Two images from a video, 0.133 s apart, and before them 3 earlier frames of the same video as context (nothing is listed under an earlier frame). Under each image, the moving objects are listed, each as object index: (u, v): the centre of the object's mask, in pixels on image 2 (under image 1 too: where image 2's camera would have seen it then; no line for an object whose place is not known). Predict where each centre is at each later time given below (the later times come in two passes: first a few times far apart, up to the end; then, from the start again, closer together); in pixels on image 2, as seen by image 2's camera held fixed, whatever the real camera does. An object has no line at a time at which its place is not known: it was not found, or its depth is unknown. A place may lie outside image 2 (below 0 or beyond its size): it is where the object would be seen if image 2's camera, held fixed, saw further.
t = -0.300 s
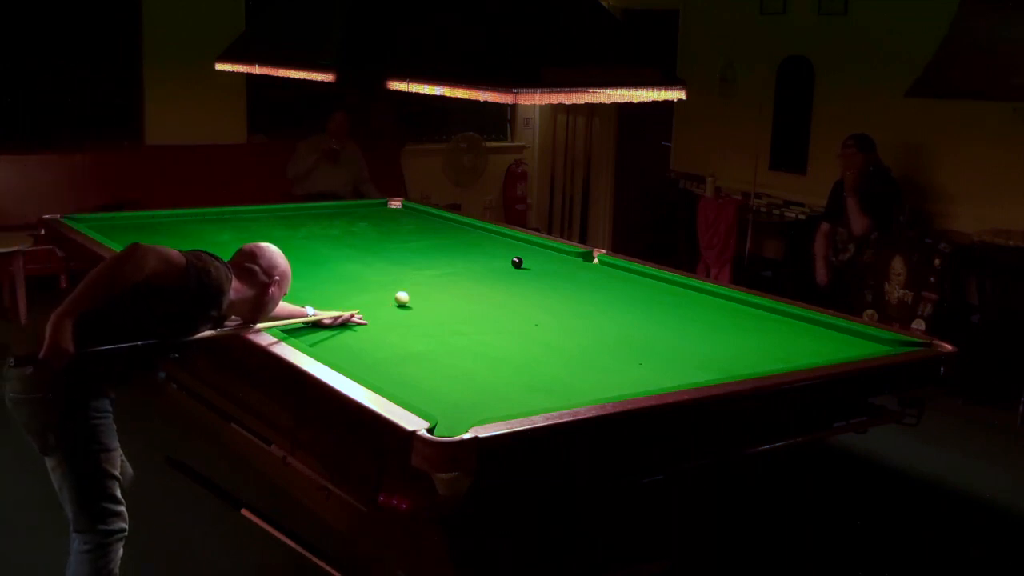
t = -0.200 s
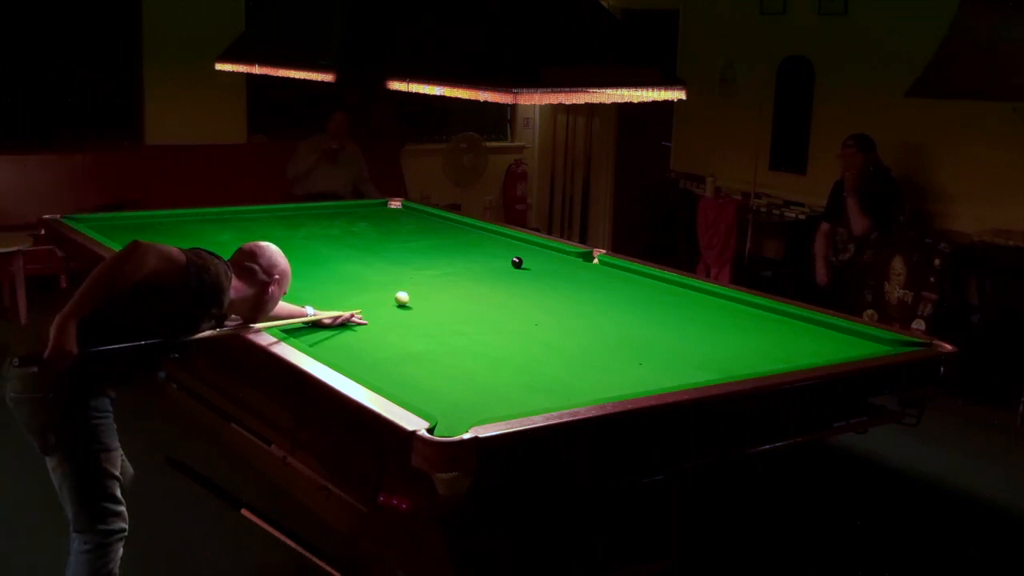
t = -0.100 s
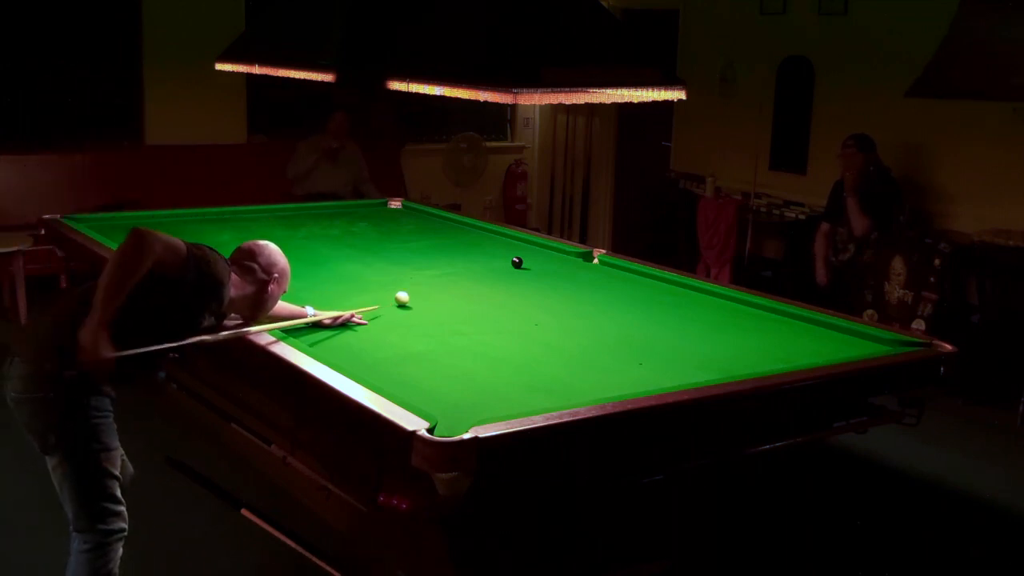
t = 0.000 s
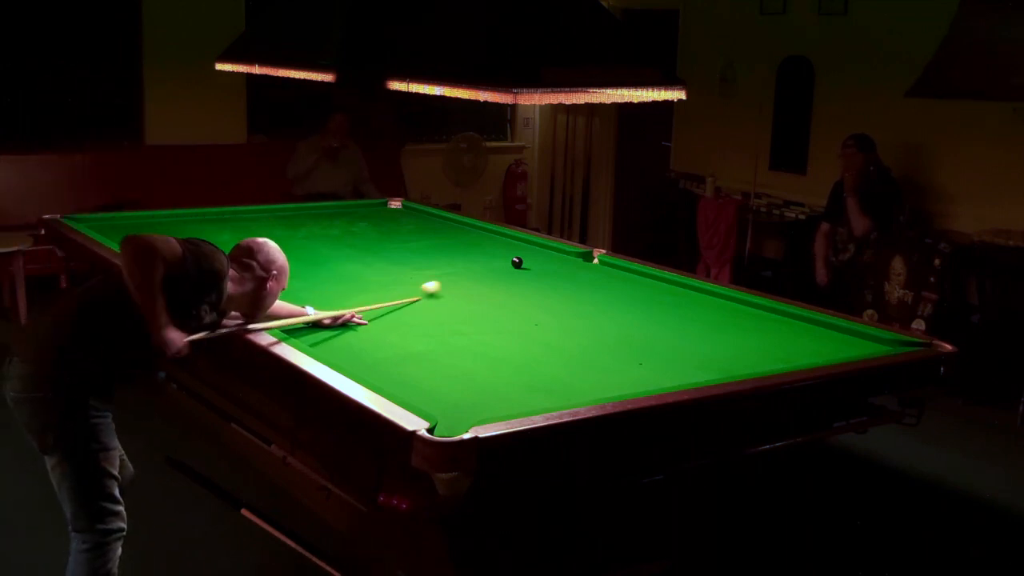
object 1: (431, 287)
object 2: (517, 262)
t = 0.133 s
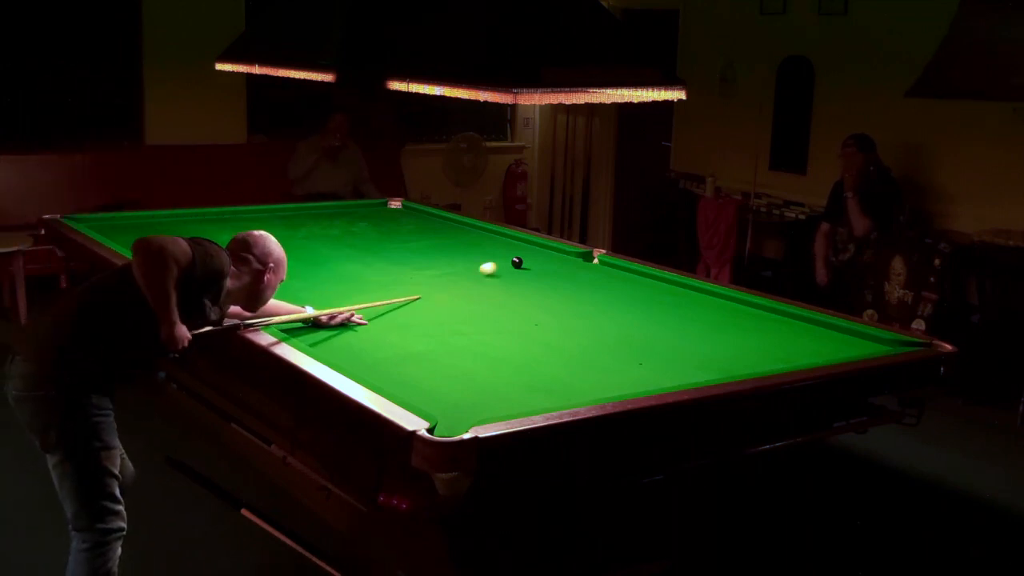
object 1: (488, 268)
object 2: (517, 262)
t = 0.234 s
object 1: (498, 259)
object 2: (541, 260)
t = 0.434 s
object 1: (466, 248)
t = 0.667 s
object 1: (432, 240)
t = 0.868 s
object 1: (405, 234)
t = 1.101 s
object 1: (376, 228)
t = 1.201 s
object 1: (364, 225)
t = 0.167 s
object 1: (500, 264)
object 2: (517, 262)
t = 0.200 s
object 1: (503, 261)
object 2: (524, 262)
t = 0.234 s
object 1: (498, 259)
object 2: (541, 260)
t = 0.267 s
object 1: (492, 257)
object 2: (555, 259)
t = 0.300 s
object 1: (487, 255)
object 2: (571, 259)
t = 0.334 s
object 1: (481, 253)
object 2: (585, 257)
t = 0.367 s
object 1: (476, 251)
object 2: (591, 258)
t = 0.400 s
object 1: (471, 249)
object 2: (590, 259)
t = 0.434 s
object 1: (466, 248)
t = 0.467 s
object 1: (461, 246)
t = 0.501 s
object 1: (456, 245)
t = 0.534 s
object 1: (451, 244)
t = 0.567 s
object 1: (446, 243)
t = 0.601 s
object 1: (442, 242)
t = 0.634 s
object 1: (437, 241)
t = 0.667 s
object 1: (432, 240)
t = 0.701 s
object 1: (428, 239)
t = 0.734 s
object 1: (423, 238)
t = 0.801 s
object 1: (414, 236)
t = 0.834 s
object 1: (410, 235)
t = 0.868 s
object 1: (405, 234)
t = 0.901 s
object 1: (401, 233)
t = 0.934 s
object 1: (397, 232)
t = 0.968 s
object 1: (393, 231)
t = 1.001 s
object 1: (388, 230)
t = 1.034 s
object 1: (384, 230)
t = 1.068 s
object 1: (380, 229)
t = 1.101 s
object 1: (376, 228)
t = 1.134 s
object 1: (372, 227)
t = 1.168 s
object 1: (368, 226)
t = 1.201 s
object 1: (364, 225)
